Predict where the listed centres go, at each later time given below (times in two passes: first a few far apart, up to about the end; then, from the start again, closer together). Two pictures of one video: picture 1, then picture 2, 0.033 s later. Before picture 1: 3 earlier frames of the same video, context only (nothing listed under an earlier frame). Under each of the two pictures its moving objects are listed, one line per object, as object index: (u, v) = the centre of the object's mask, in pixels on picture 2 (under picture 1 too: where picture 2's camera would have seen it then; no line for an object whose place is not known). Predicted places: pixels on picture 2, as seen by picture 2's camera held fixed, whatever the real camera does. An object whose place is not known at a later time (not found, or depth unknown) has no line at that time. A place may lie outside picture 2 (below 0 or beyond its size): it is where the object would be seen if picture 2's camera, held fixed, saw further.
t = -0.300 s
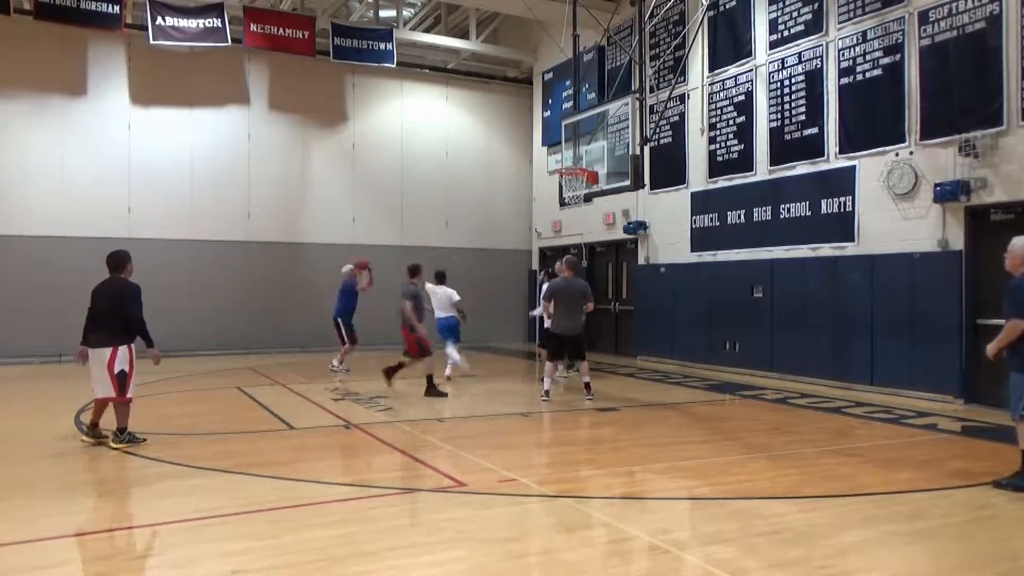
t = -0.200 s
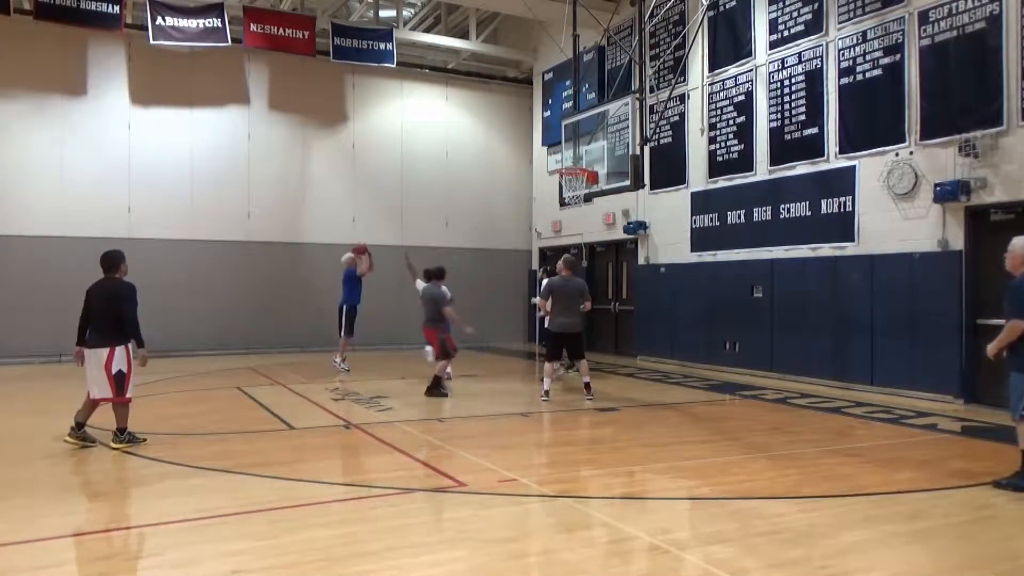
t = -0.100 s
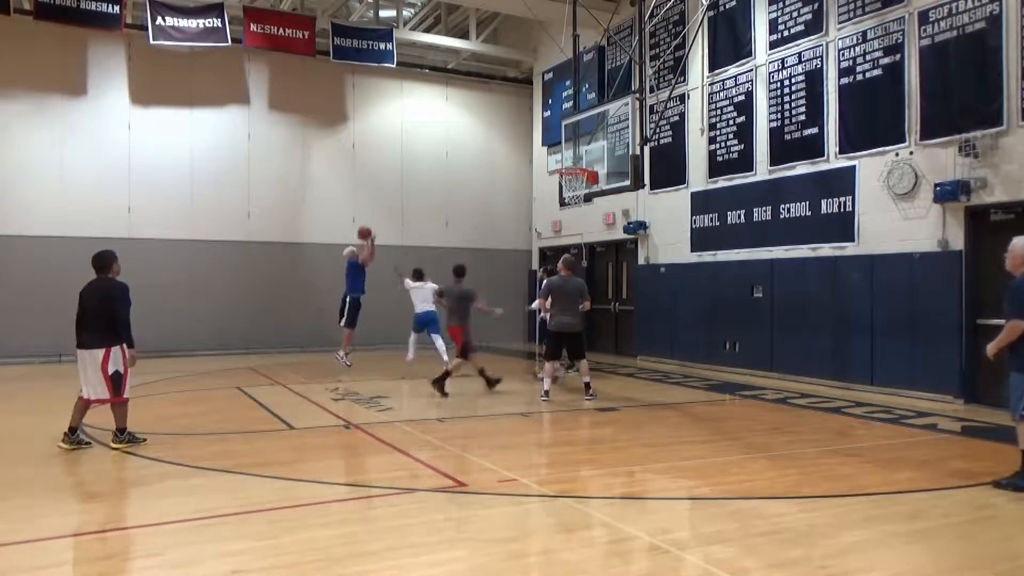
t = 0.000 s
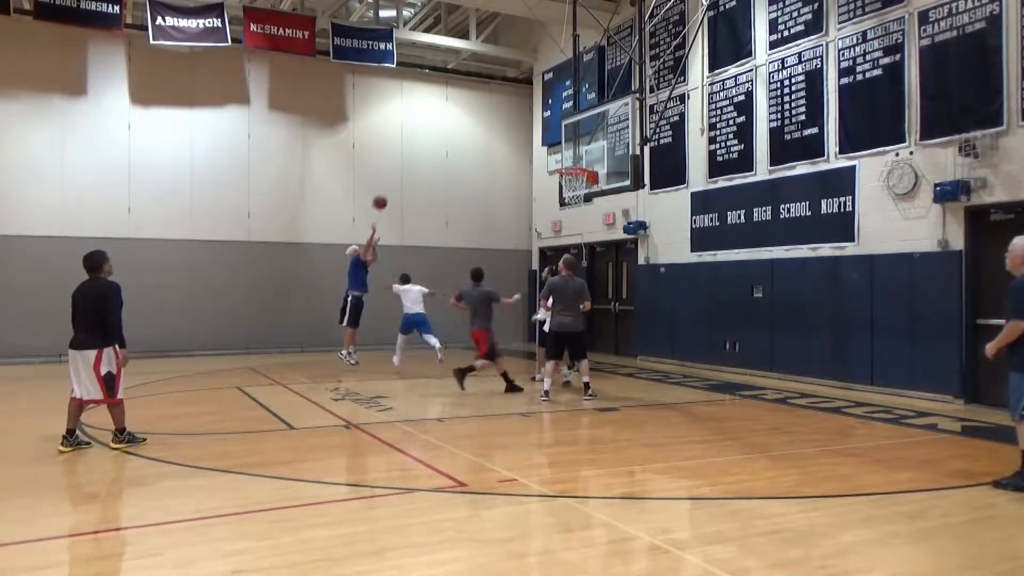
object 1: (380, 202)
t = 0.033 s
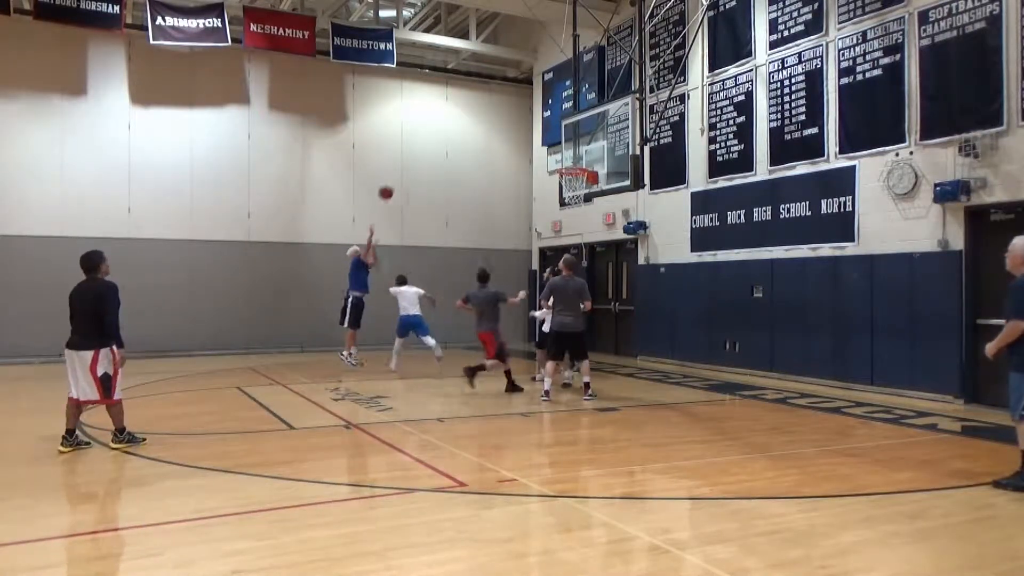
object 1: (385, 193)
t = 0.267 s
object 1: (429, 139)
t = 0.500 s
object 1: (474, 116)
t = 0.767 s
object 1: (529, 134)
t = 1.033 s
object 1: (584, 192)
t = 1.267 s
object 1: (606, 246)
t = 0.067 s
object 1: (392, 183)
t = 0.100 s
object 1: (398, 174)
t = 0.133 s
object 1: (404, 166)
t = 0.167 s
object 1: (410, 158)
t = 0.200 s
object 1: (416, 151)
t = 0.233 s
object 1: (423, 145)
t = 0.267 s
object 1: (429, 139)
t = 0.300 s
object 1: (436, 133)
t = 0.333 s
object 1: (442, 128)
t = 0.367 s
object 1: (448, 125)
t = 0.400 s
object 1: (455, 122)
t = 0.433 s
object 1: (461, 119)
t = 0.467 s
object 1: (468, 118)
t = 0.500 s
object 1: (474, 116)
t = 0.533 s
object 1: (481, 116)
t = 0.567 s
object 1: (488, 117)
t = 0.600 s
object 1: (494, 118)
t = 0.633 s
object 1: (502, 119)
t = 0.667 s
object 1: (508, 122)
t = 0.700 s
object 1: (516, 126)
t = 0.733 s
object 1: (522, 129)
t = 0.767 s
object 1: (529, 134)
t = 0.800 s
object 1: (538, 140)
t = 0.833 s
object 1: (545, 145)
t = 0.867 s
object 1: (551, 153)
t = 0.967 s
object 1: (574, 179)
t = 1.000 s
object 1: (581, 189)
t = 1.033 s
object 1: (584, 192)
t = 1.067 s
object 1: (587, 198)
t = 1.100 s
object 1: (590, 203)
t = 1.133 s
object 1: (593, 210)
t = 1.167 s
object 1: (596, 217)
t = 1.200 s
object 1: (599, 225)
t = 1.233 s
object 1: (603, 236)
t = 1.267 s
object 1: (606, 246)
